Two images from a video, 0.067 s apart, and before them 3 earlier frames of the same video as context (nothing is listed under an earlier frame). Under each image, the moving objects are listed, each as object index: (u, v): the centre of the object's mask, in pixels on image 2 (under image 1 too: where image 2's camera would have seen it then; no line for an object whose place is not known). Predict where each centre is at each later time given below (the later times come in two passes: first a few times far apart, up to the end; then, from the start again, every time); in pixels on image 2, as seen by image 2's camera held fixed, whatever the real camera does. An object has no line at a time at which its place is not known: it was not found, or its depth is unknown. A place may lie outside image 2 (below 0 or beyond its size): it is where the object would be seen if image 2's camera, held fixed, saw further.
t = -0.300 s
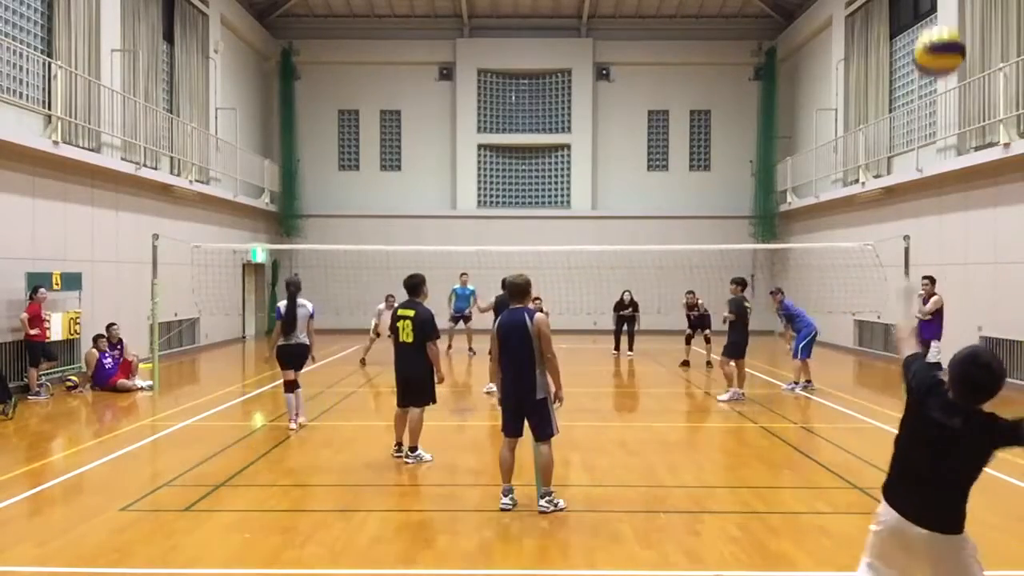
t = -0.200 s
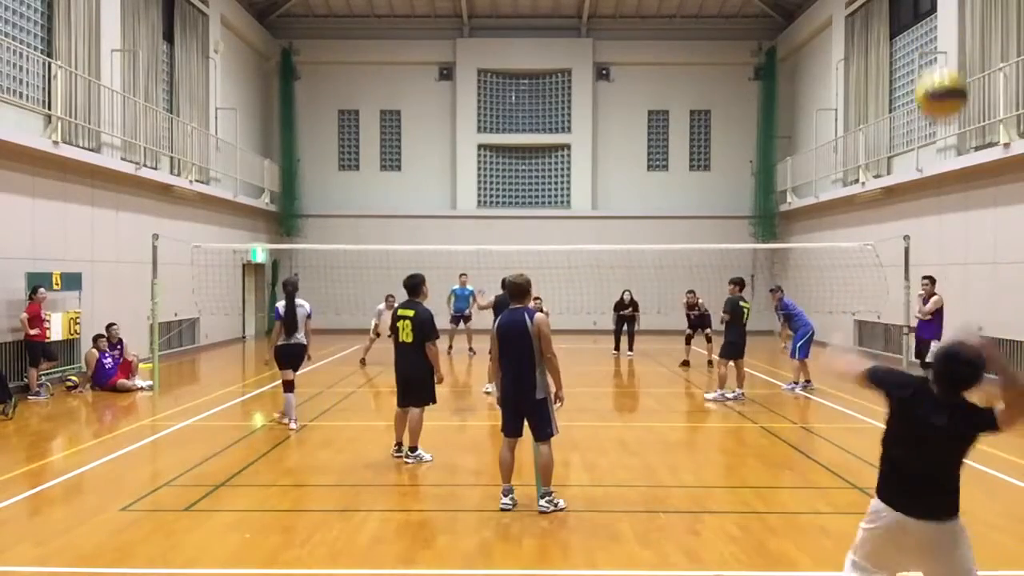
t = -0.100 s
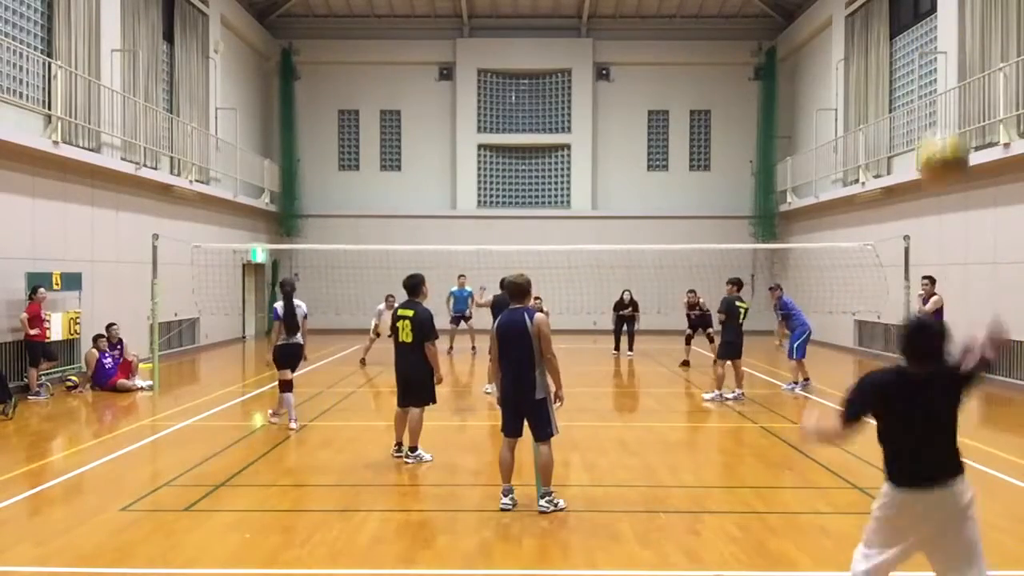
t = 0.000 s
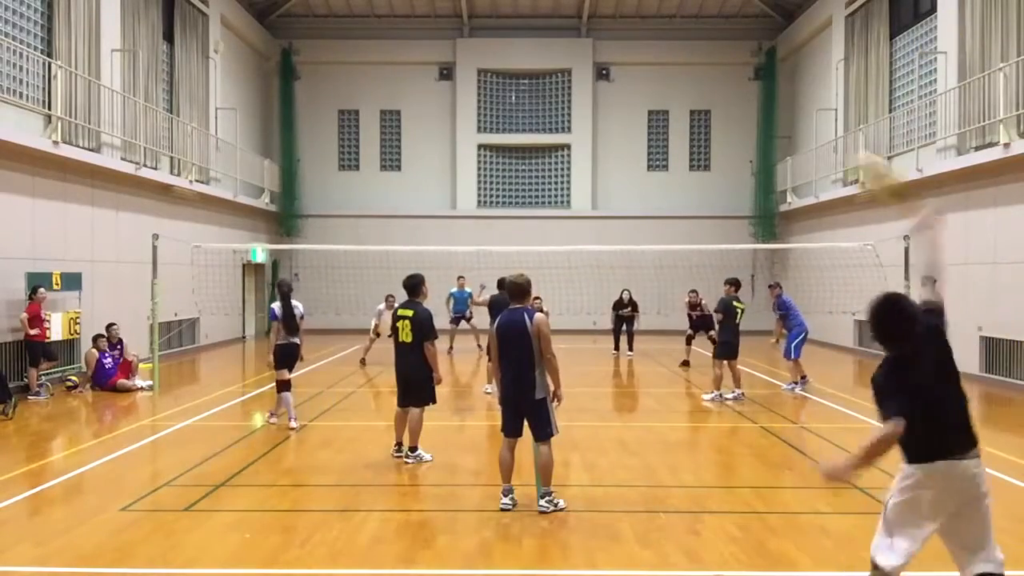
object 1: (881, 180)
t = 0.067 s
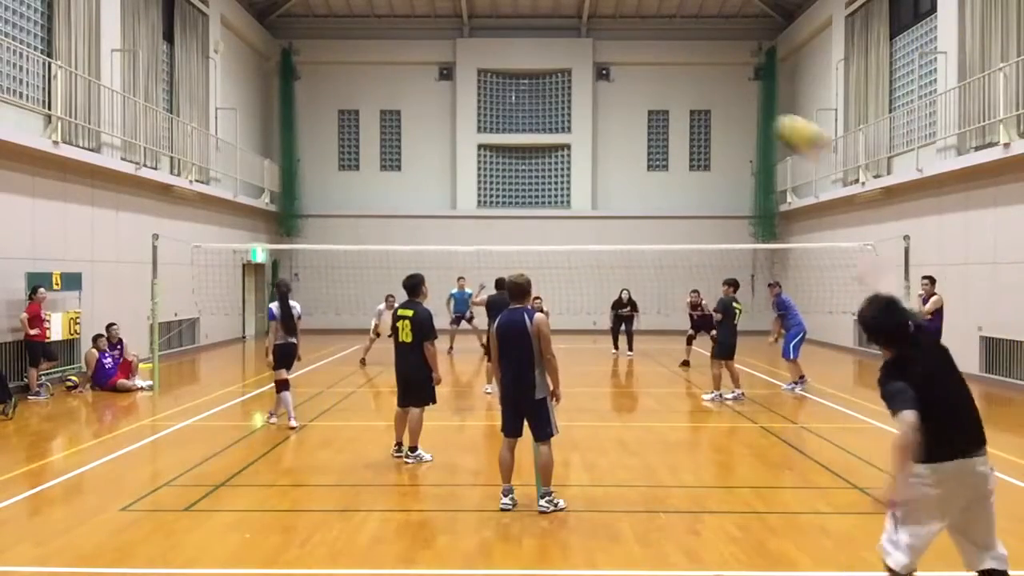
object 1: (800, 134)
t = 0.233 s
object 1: (685, 93)
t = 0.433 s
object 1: (614, 97)
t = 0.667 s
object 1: (569, 136)
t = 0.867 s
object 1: (543, 182)
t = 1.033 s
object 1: (528, 226)
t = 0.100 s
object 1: (771, 121)
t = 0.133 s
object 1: (745, 110)
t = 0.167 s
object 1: (723, 100)
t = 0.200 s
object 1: (702, 97)
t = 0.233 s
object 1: (685, 93)
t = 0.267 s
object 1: (669, 90)
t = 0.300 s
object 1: (656, 91)
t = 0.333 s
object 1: (644, 90)
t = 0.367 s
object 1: (633, 92)
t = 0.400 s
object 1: (624, 93)
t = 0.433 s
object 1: (614, 97)
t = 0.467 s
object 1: (605, 102)
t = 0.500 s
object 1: (599, 106)
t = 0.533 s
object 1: (592, 112)
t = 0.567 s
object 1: (585, 118)
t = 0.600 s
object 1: (578, 124)
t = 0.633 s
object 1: (574, 129)
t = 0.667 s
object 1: (569, 136)
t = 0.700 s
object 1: (563, 142)
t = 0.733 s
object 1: (560, 148)
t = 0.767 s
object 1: (556, 159)
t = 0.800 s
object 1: (550, 164)
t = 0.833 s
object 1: (546, 172)
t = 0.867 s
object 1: (543, 182)
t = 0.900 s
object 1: (540, 189)
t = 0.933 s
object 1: (537, 198)
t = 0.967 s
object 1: (533, 208)
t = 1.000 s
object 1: (531, 216)
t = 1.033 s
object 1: (528, 226)
